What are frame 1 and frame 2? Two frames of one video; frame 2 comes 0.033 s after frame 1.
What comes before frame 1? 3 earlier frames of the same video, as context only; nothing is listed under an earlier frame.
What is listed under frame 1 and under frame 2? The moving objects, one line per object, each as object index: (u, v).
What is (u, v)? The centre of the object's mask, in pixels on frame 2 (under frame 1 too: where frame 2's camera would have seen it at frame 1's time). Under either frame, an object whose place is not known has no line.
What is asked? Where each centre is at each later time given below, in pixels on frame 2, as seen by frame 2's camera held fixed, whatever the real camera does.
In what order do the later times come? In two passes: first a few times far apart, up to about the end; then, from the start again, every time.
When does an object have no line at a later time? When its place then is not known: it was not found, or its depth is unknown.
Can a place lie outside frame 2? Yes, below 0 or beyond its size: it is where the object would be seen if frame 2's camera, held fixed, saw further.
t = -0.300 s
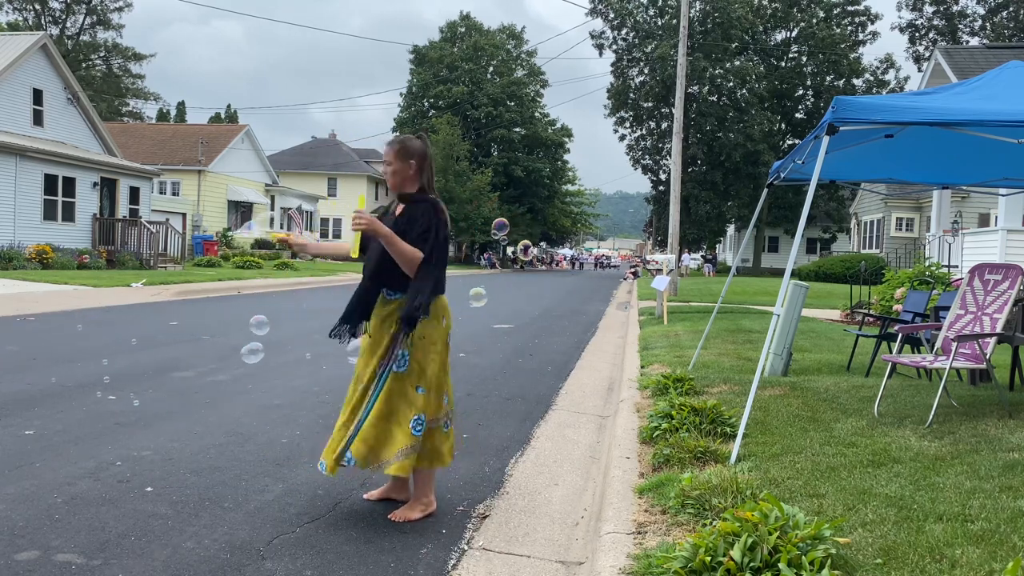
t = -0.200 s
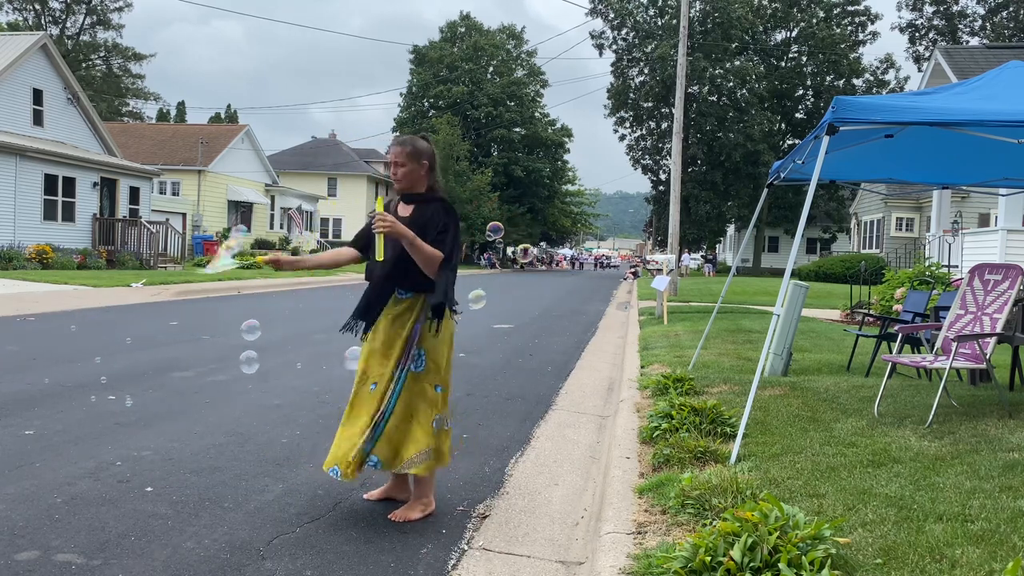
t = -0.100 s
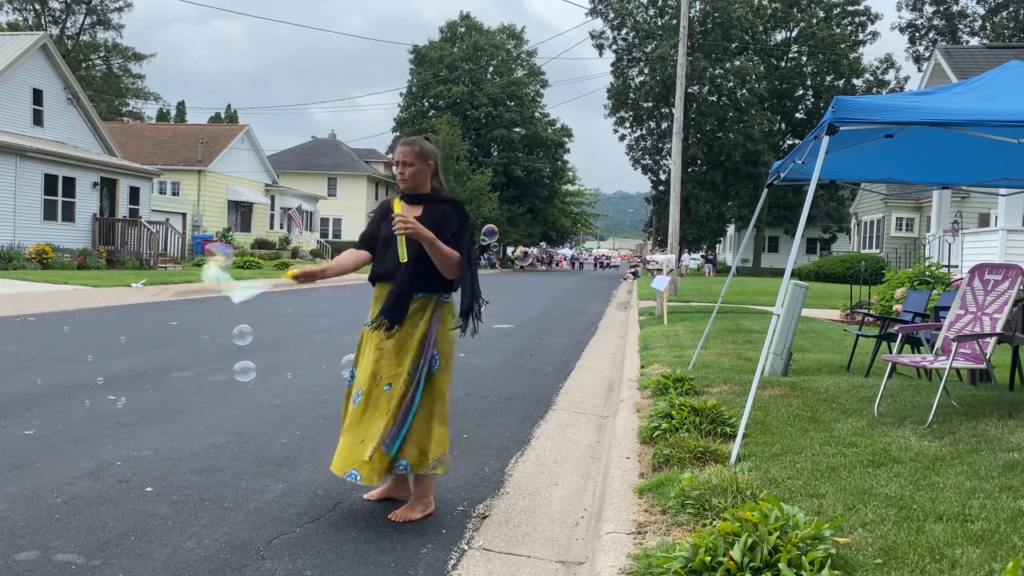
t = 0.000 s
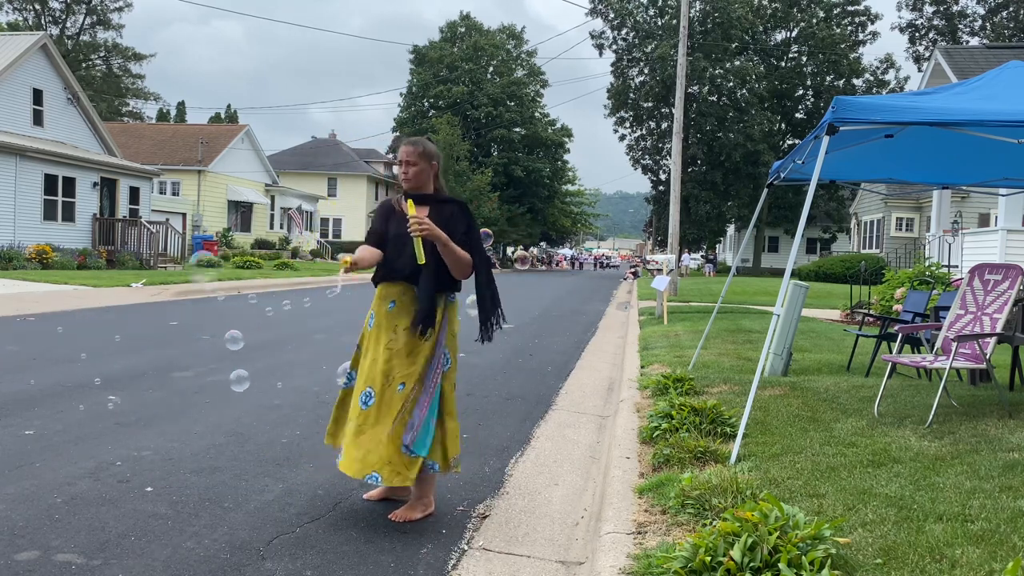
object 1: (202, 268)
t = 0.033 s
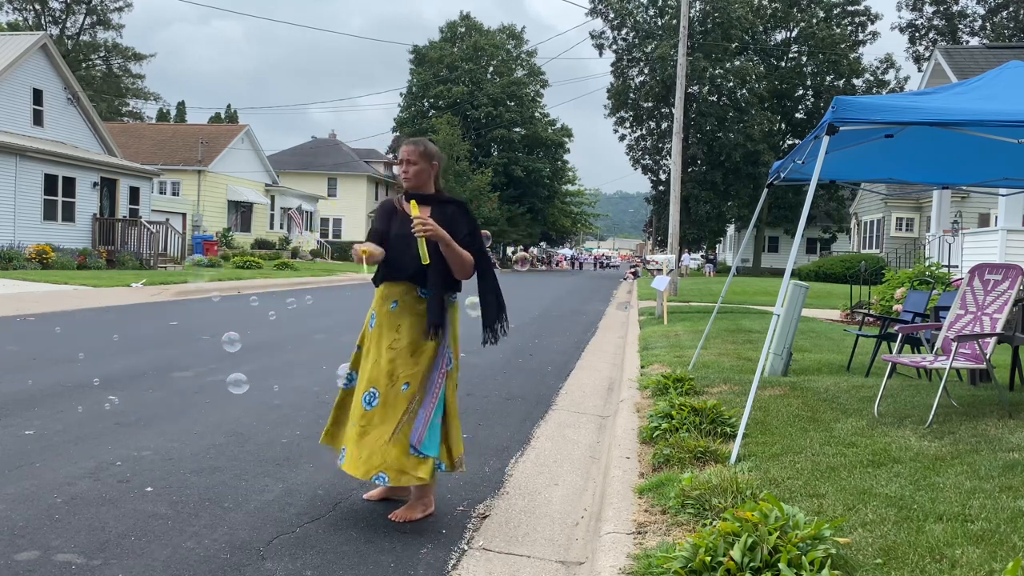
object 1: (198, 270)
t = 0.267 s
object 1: (166, 294)
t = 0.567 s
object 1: (133, 321)
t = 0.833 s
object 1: (106, 339)
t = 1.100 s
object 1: (84, 351)
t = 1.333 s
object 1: (72, 361)
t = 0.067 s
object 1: (193, 271)
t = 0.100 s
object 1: (188, 278)
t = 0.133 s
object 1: (182, 280)
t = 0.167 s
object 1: (178, 278)
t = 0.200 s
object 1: (174, 286)
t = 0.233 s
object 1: (170, 290)
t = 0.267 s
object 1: (166, 294)
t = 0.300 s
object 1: (164, 298)
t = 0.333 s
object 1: (159, 304)
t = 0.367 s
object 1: (153, 302)
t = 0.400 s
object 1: (150, 308)
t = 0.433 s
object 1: (147, 310)
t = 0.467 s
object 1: (144, 312)
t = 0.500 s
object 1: (139, 316)
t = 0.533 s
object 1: (136, 318)
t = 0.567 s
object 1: (133, 321)
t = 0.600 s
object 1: (129, 323)
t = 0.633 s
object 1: (126, 326)
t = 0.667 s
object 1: (123, 328)
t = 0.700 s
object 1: (119, 331)
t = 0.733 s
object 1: (116, 333)
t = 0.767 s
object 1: (113, 335)
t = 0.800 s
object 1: (109, 337)
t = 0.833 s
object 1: (106, 339)
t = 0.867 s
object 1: (103, 341)
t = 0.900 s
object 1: (99, 342)
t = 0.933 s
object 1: (97, 344)
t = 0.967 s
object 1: (94, 345)
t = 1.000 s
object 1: (91, 347)
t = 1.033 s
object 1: (88, 348)
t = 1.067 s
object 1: (86, 349)
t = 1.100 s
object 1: (84, 351)
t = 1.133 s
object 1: (82, 351)
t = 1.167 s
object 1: (80, 353)
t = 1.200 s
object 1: (79, 355)
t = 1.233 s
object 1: (78, 356)
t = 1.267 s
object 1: (76, 358)
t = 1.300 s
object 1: (74, 360)
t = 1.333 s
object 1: (72, 361)
